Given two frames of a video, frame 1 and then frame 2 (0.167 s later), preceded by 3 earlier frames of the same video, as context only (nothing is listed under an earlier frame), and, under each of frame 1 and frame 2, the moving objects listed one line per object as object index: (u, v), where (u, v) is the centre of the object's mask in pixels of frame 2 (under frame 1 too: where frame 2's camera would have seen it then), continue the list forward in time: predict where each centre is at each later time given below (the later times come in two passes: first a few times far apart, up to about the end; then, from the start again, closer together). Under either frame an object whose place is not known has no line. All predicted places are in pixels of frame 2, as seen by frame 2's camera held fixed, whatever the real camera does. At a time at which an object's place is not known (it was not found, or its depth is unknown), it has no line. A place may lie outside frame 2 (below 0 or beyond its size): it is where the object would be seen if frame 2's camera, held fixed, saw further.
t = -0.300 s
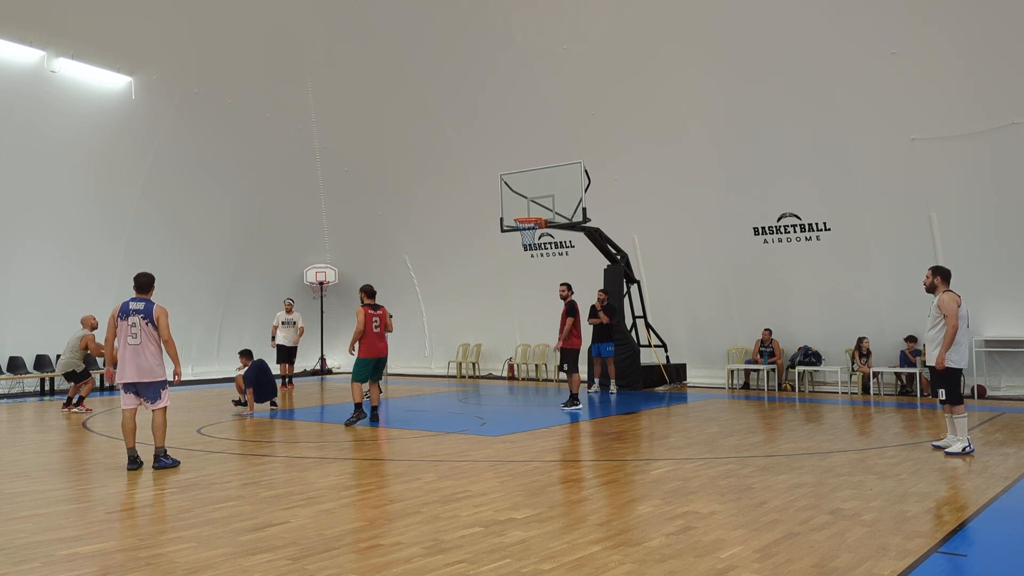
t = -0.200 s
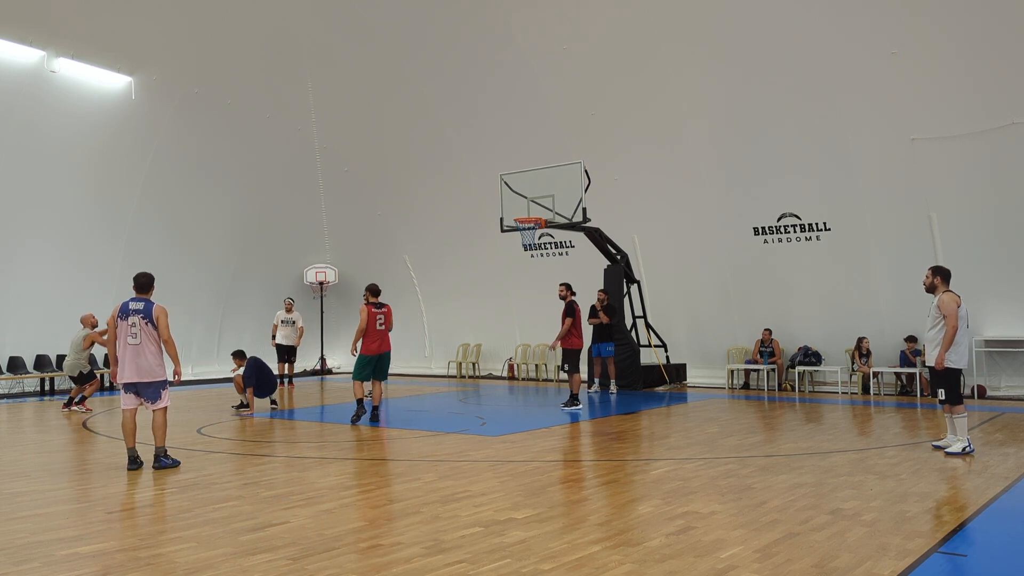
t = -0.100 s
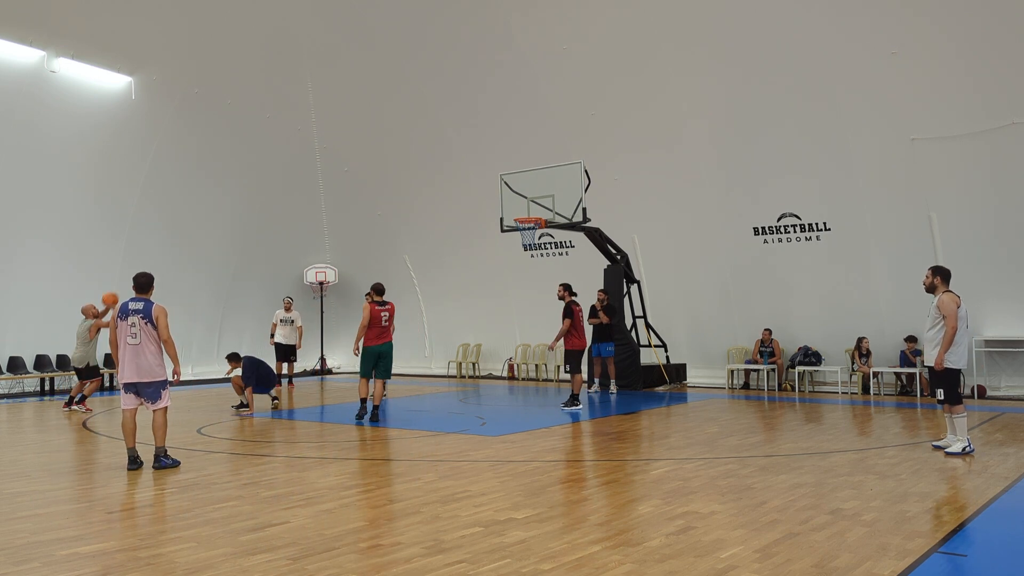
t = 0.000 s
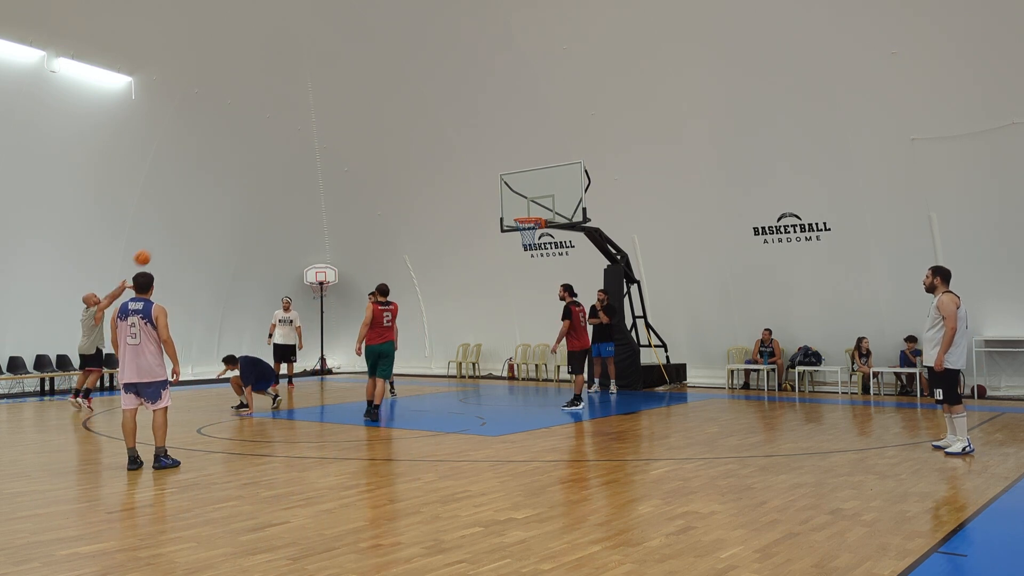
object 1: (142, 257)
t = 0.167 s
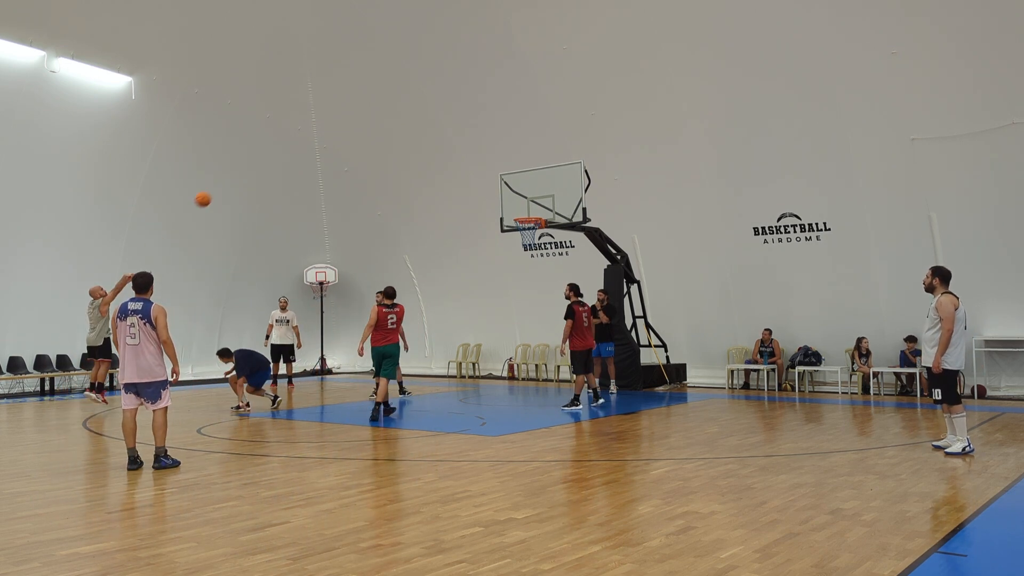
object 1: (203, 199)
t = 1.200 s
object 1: (527, 213)
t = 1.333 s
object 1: (516, 207)
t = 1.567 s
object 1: (494, 214)
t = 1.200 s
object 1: (527, 213)
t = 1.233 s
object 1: (526, 213)
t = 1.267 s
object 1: (523, 211)
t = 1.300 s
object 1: (520, 209)
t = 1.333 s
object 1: (516, 207)
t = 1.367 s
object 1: (513, 207)
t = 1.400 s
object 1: (510, 207)
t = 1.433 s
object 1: (507, 207)
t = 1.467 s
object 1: (504, 208)
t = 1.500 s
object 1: (500, 209)
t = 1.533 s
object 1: (497, 211)
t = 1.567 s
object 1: (494, 214)
